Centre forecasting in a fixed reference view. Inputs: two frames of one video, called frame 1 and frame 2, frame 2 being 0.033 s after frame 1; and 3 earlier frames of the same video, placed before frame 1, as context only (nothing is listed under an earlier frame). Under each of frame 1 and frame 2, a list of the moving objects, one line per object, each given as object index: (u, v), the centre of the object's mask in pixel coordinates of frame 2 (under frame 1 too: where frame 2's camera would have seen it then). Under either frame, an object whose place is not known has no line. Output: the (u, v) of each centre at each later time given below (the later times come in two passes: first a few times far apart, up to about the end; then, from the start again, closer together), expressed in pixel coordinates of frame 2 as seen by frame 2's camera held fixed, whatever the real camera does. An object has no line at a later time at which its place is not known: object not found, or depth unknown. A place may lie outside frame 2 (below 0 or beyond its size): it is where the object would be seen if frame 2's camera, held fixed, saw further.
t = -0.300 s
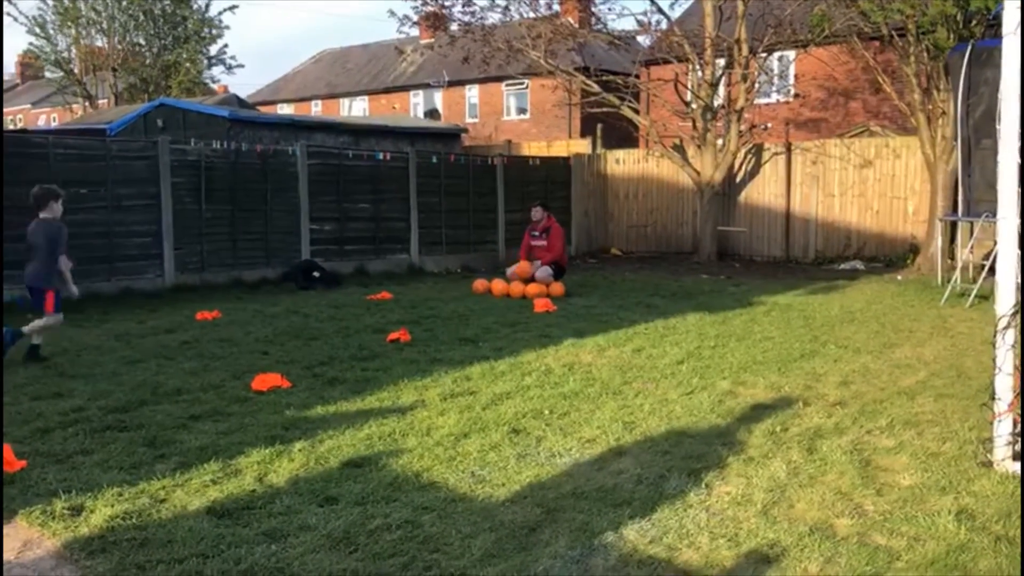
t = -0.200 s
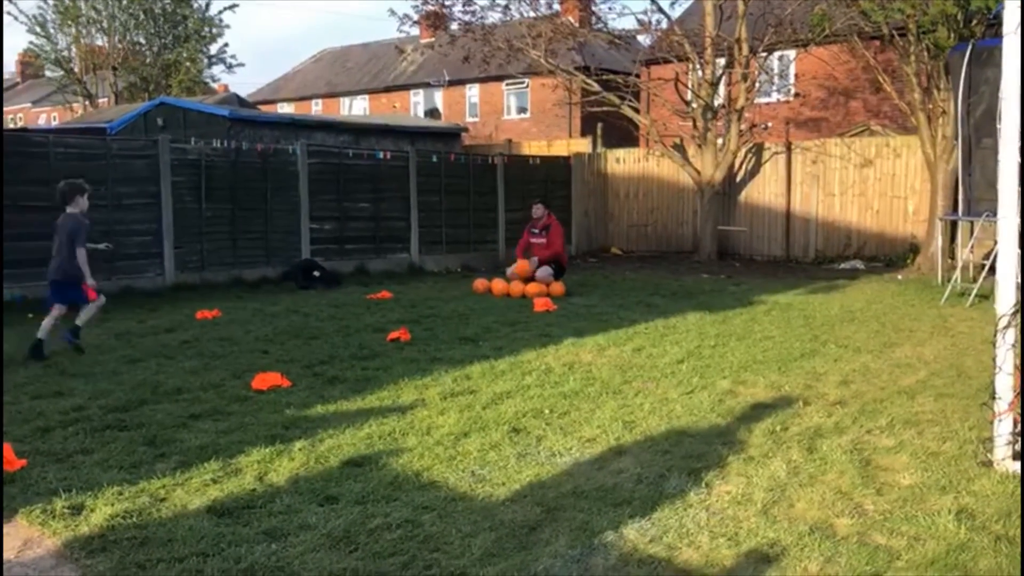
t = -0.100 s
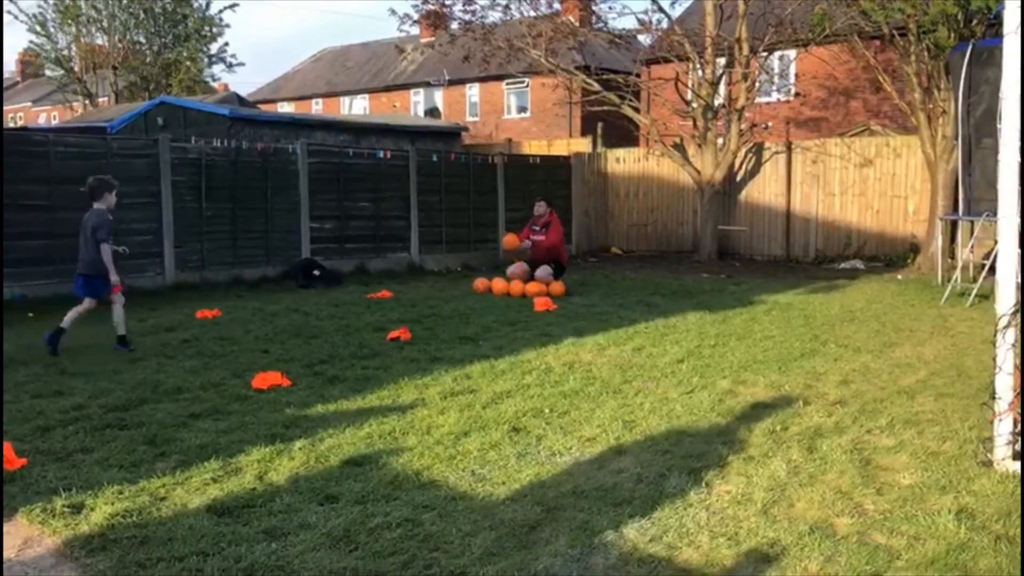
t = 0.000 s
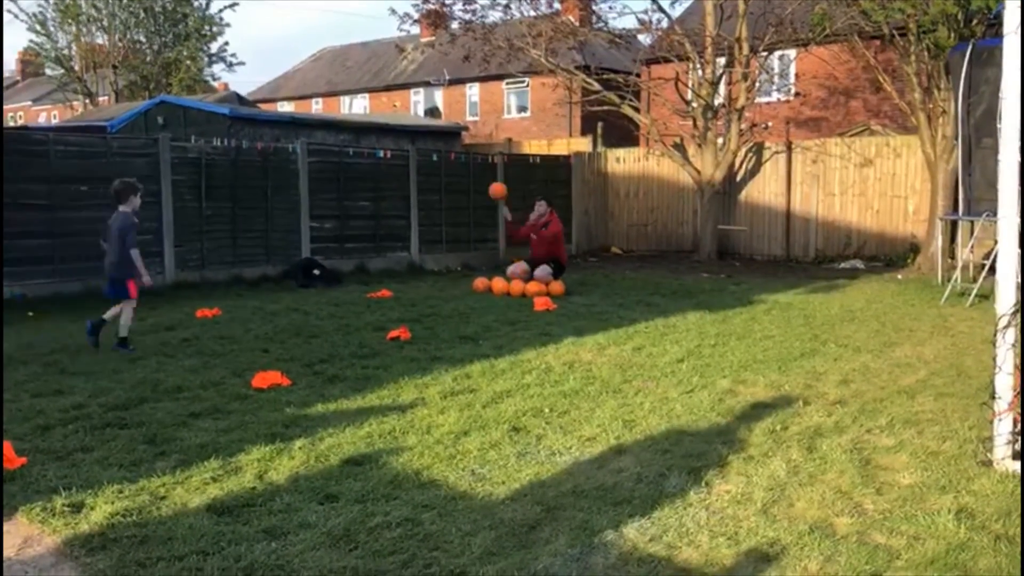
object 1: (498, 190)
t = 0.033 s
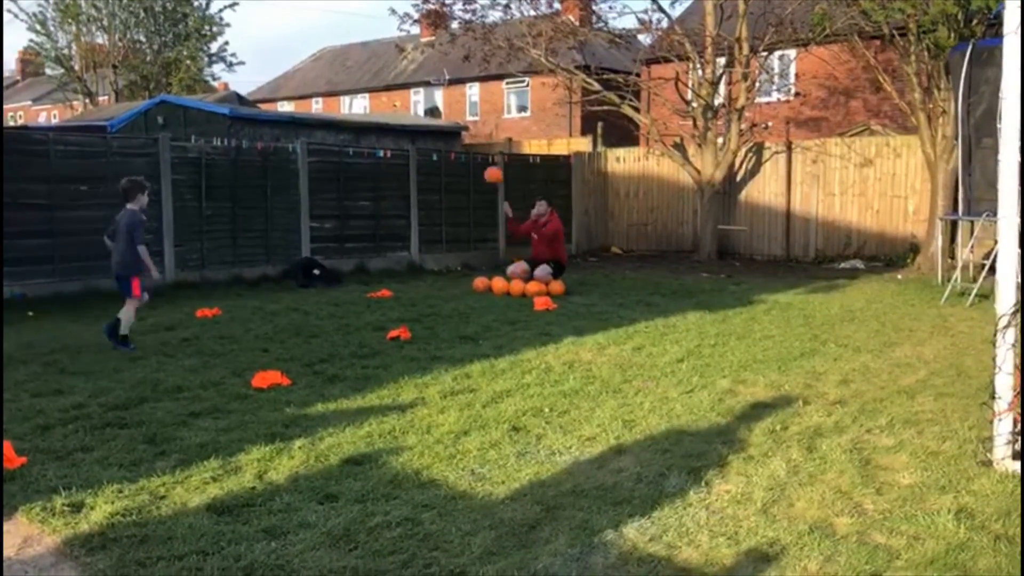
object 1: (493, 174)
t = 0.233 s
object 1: (467, 101)
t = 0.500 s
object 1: (431, 54)
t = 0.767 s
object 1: (391, 78)
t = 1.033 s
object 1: (351, 188)
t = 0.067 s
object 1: (490, 160)
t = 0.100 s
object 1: (485, 145)
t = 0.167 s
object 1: (477, 122)
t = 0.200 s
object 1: (471, 110)
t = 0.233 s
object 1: (467, 101)
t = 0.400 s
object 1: (444, 63)
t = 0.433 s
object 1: (440, 59)
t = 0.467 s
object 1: (435, 55)
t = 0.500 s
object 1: (431, 54)
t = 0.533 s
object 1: (426, 53)
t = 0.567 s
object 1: (421, 53)
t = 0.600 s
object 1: (416, 53)
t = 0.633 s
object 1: (411, 56)
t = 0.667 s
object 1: (406, 61)
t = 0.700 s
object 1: (401, 66)
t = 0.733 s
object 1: (396, 71)
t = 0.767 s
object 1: (391, 78)
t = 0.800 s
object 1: (386, 88)
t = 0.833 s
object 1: (381, 99)
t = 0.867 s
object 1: (376, 110)
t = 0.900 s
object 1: (372, 124)
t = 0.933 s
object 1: (365, 137)
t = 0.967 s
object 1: (360, 152)
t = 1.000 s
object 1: (356, 170)
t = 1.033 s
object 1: (351, 188)
